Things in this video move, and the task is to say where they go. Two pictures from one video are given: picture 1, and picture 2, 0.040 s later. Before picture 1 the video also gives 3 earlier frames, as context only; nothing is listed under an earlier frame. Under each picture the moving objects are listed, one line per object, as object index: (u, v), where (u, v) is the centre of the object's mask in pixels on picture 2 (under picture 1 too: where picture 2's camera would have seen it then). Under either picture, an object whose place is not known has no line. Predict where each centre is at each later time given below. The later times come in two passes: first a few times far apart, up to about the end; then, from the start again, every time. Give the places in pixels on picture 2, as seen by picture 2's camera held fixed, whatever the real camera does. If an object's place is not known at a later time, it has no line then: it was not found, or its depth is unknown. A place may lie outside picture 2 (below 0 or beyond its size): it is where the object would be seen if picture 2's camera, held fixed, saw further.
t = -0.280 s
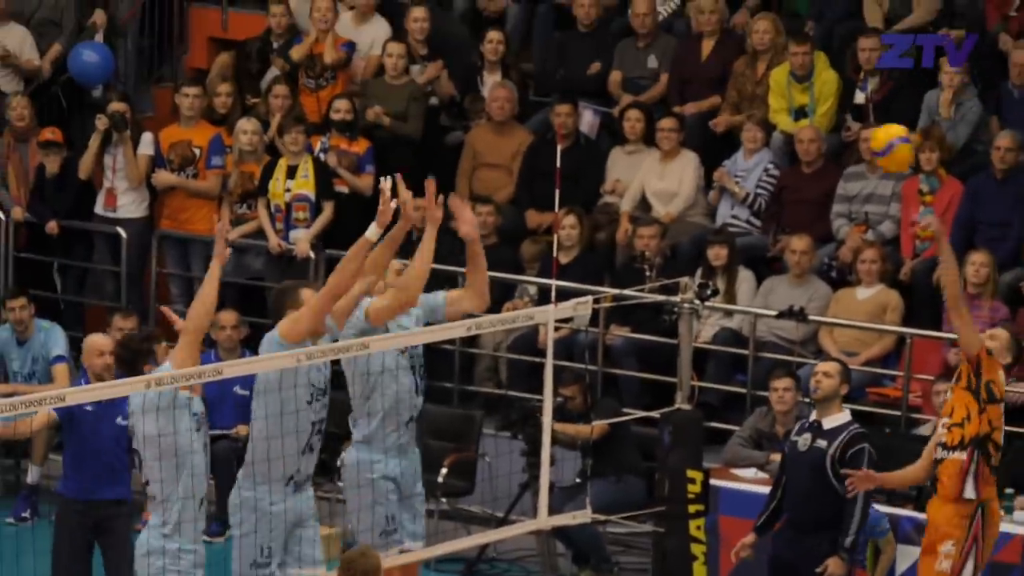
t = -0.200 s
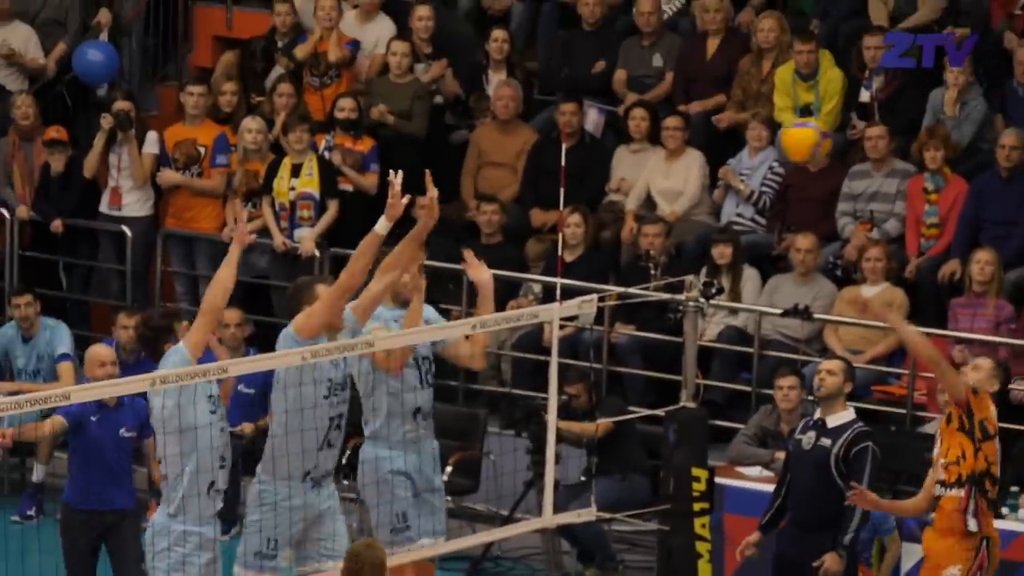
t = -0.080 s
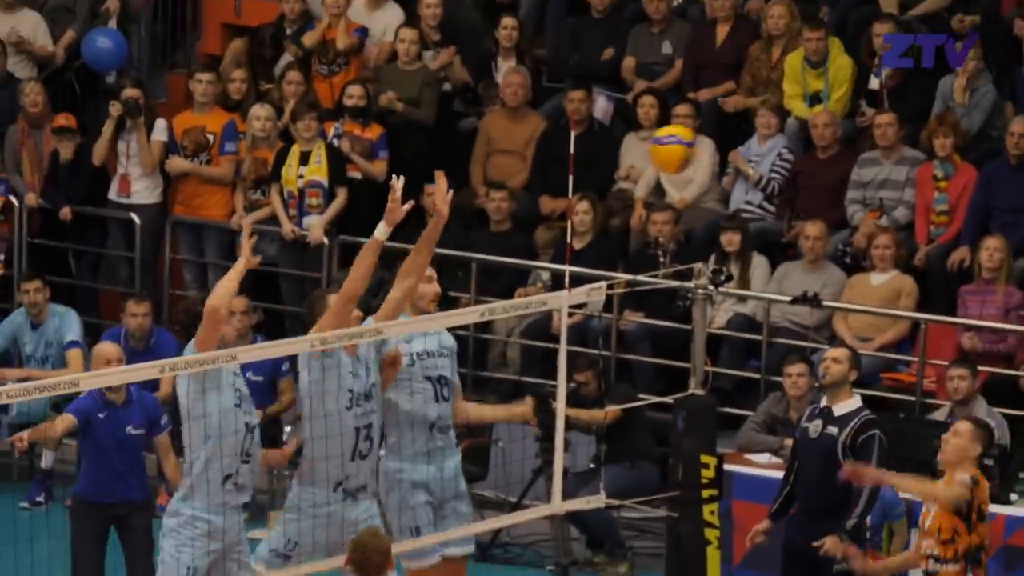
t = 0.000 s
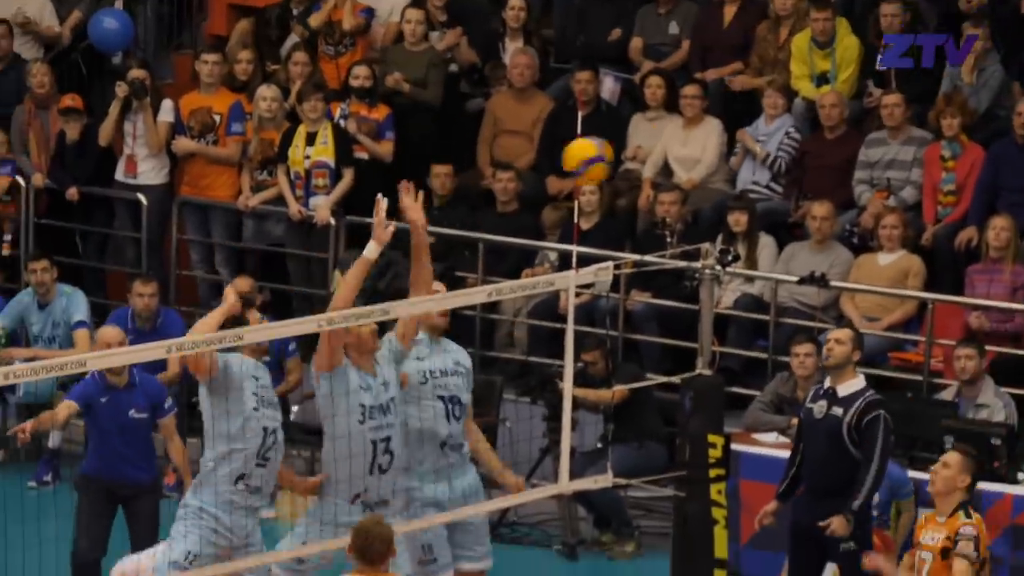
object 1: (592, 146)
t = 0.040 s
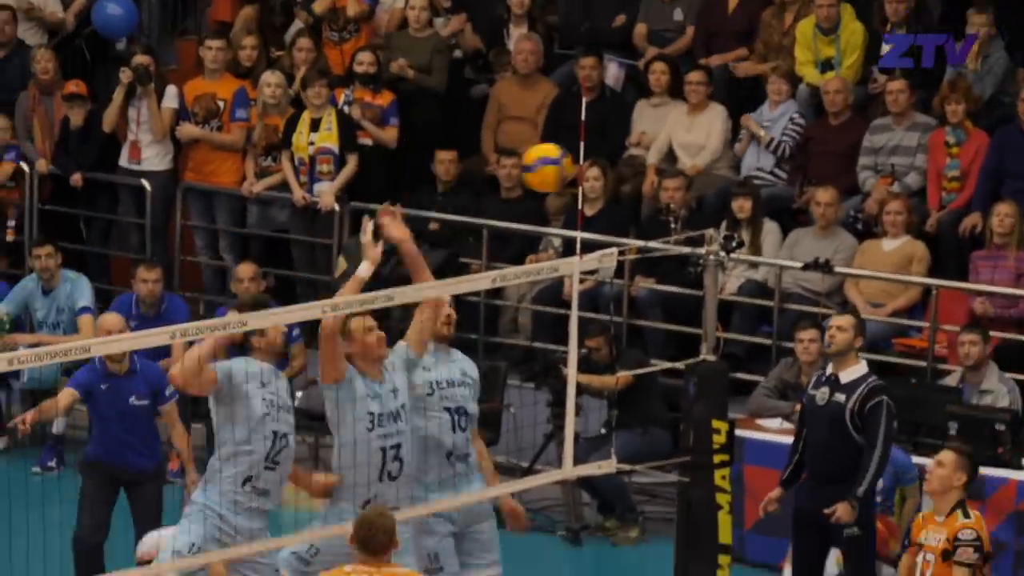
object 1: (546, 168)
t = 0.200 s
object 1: (363, 277)
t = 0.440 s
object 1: (90, 561)
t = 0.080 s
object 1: (500, 191)
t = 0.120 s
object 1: (454, 218)
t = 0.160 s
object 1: (409, 249)
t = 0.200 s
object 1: (363, 277)
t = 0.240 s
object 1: (320, 331)
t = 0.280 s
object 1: (274, 363)
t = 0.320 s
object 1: (228, 407)
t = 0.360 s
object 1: (182, 454)
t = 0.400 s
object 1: (136, 508)
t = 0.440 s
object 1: (90, 561)
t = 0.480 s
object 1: (45, 629)
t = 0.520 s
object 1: (0, 689)
